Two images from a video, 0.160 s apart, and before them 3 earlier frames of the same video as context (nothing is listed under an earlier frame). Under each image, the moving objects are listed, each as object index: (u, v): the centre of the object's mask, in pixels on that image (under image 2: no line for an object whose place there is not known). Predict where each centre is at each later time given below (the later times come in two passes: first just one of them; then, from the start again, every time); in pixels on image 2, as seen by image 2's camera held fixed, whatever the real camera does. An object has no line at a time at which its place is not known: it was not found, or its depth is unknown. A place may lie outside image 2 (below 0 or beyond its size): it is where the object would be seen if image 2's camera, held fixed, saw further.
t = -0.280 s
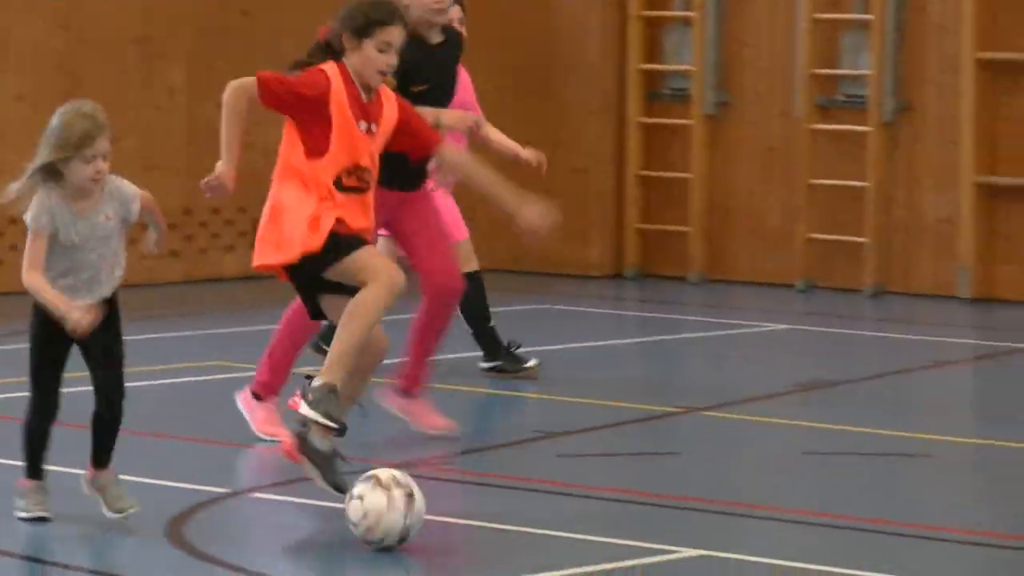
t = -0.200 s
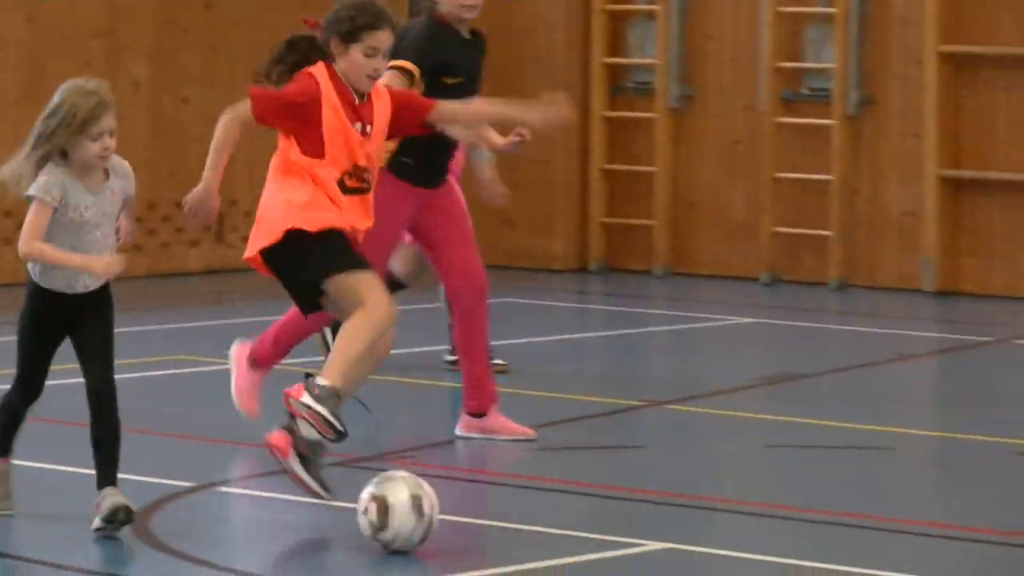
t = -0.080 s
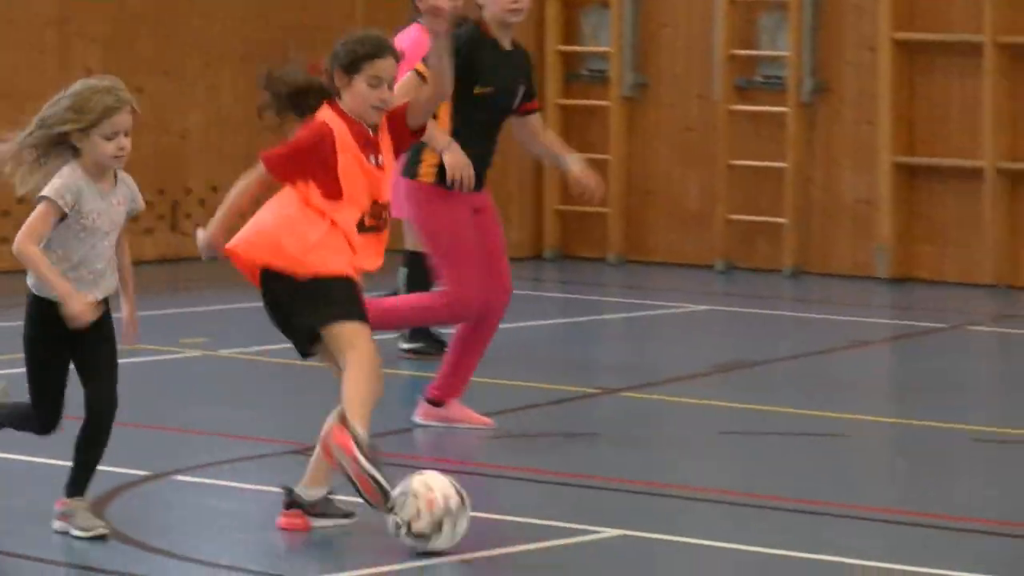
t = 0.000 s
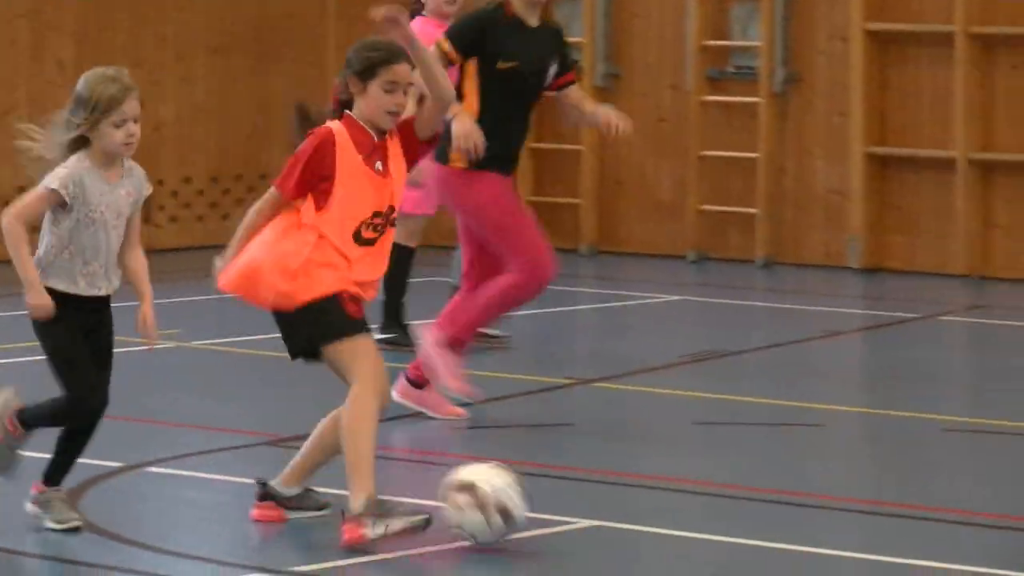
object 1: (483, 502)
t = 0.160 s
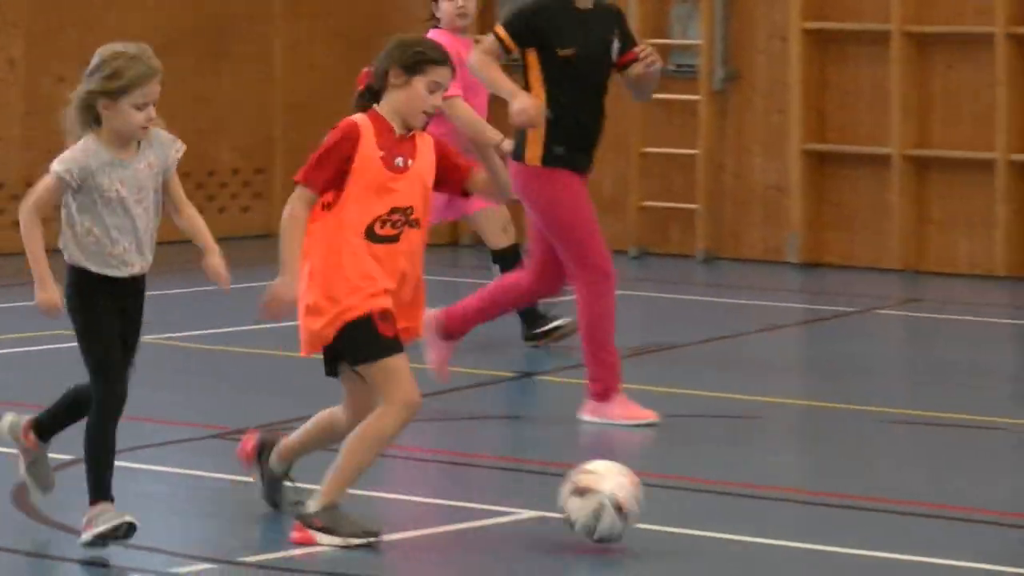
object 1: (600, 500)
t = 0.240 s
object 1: (680, 512)
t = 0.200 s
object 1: (642, 510)
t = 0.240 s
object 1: (680, 512)
